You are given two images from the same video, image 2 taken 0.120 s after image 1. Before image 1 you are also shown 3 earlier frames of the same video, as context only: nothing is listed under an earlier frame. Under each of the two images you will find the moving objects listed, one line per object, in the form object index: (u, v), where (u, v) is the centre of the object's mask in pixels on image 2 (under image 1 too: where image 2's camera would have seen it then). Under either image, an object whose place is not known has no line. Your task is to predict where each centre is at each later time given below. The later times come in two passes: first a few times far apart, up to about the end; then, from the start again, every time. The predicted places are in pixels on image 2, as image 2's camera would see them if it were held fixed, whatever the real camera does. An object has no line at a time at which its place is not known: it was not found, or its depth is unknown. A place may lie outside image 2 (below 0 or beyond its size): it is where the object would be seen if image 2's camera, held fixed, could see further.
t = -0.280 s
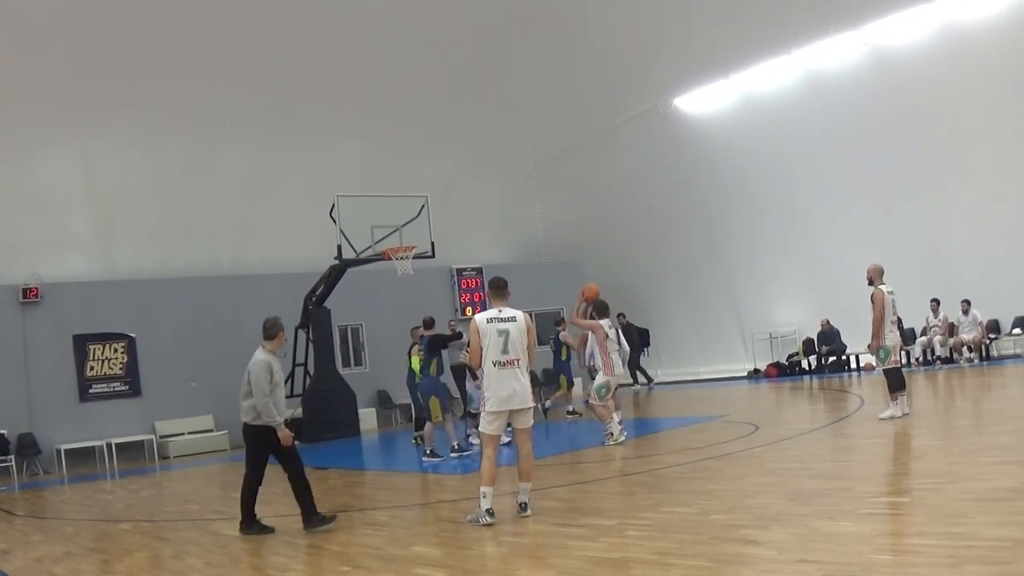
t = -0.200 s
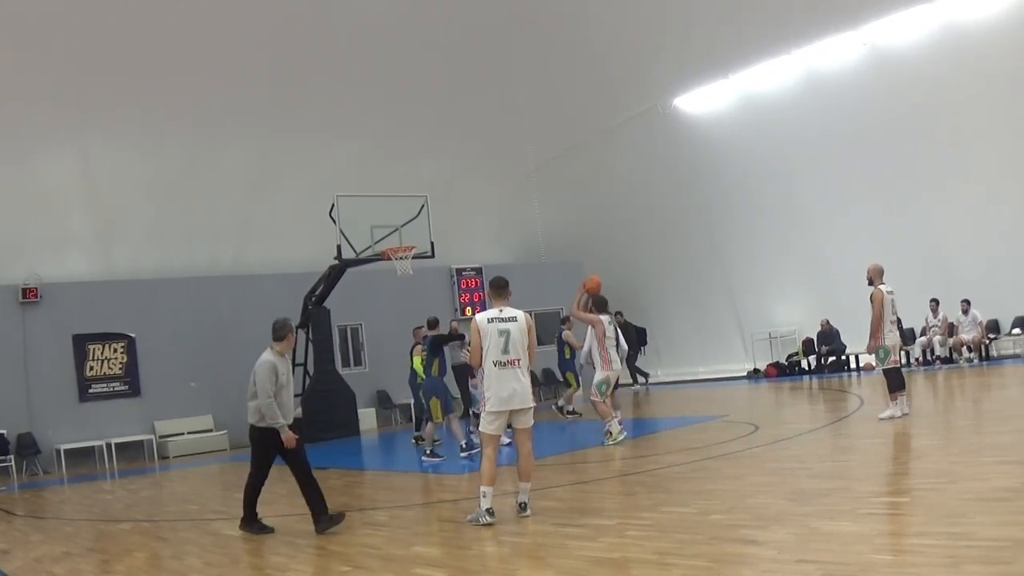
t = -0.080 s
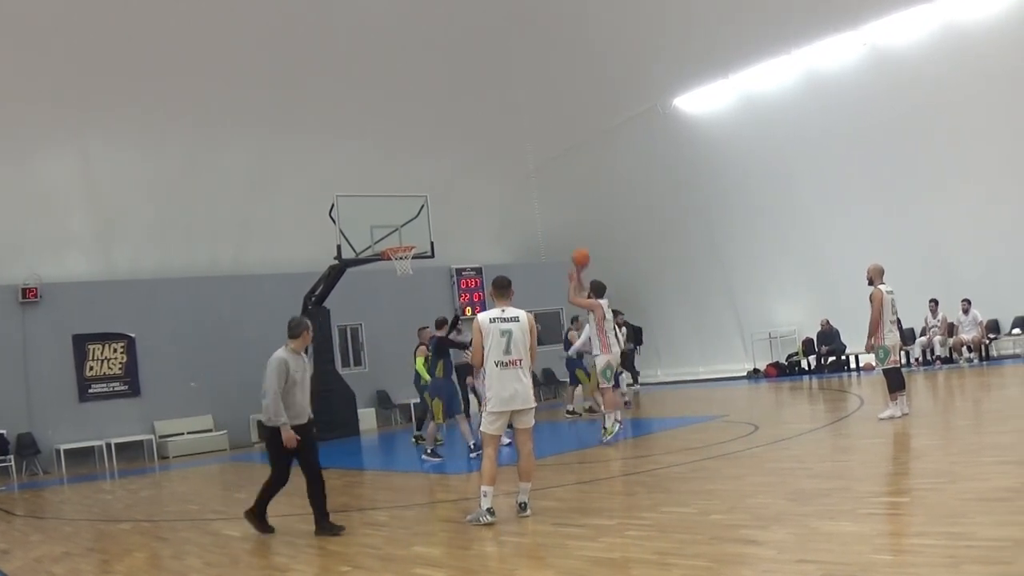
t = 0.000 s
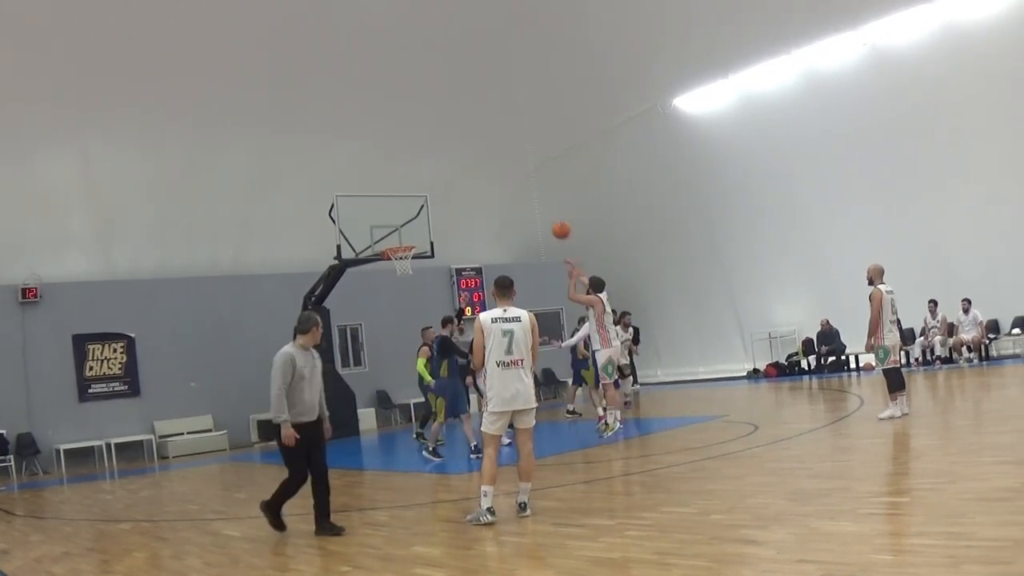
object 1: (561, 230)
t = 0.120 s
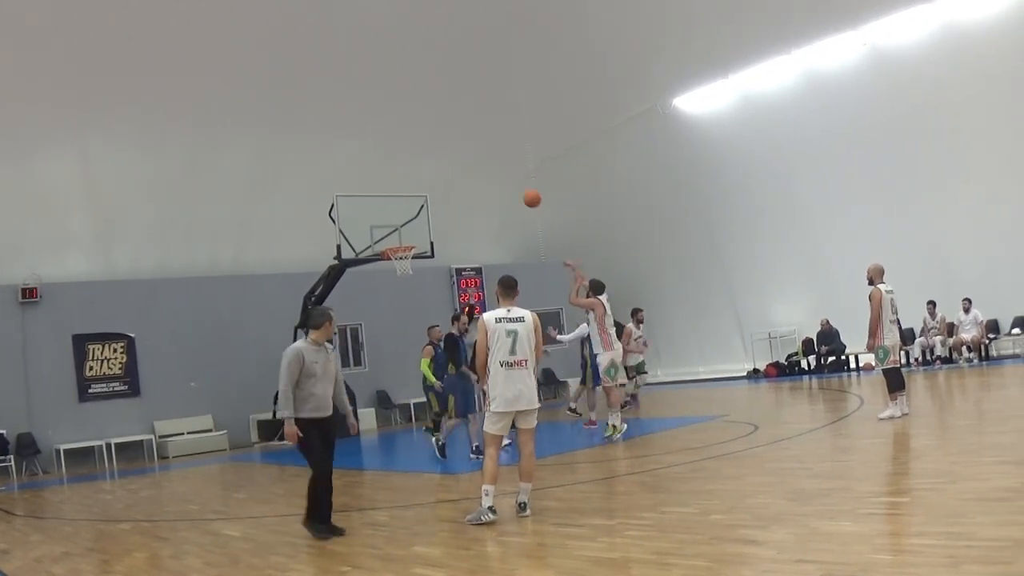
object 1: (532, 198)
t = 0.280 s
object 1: (499, 175)
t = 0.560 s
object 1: (451, 179)
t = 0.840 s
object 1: (415, 230)
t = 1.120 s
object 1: (401, 212)
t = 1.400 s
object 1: (411, 217)
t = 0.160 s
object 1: (523, 190)
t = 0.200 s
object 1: (514, 184)
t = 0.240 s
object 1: (506, 179)
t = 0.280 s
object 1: (499, 175)
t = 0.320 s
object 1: (491, 173)
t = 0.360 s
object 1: (483, 171)
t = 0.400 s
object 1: (476, 171)
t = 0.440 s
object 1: (470, 171)
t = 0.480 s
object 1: (463, 173)
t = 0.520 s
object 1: (457, 175)
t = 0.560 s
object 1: (451, 179)
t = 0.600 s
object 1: (445, 183)
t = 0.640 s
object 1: (439, 189)
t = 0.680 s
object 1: (434, 195)
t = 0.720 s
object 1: (429, 202)
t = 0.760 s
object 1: (424, 211)
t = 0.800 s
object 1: (419, 220)
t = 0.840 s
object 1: (415, 230)
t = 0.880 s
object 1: (410, 240)
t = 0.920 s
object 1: (407, 235)
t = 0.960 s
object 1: (404, 228)
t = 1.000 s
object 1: (401, 223)
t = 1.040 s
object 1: (399, 219)
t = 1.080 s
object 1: (399, 215)
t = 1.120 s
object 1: (401, 212)
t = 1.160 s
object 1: (402, 210)
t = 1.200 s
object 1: (403, 209)
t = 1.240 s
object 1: (404, 208)
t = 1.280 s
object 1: (406, 209)
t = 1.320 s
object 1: (407, 210)
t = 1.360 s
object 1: (409, 213)
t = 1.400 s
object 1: (411, 217)
